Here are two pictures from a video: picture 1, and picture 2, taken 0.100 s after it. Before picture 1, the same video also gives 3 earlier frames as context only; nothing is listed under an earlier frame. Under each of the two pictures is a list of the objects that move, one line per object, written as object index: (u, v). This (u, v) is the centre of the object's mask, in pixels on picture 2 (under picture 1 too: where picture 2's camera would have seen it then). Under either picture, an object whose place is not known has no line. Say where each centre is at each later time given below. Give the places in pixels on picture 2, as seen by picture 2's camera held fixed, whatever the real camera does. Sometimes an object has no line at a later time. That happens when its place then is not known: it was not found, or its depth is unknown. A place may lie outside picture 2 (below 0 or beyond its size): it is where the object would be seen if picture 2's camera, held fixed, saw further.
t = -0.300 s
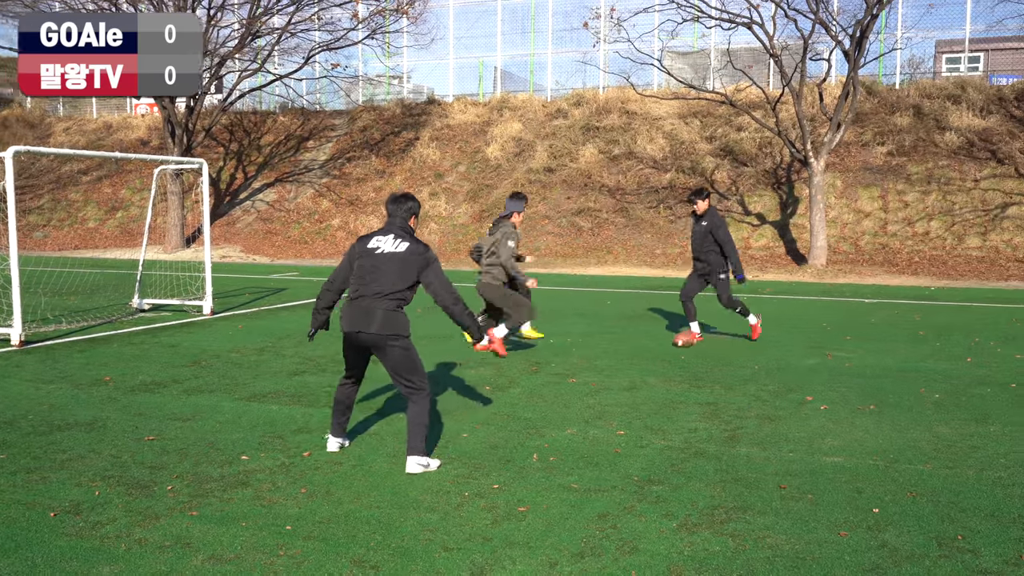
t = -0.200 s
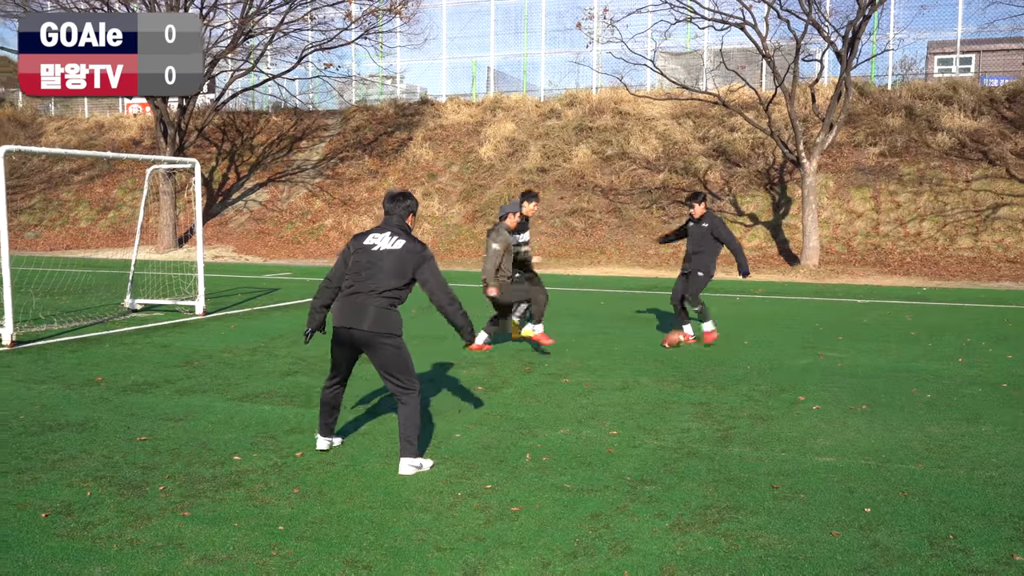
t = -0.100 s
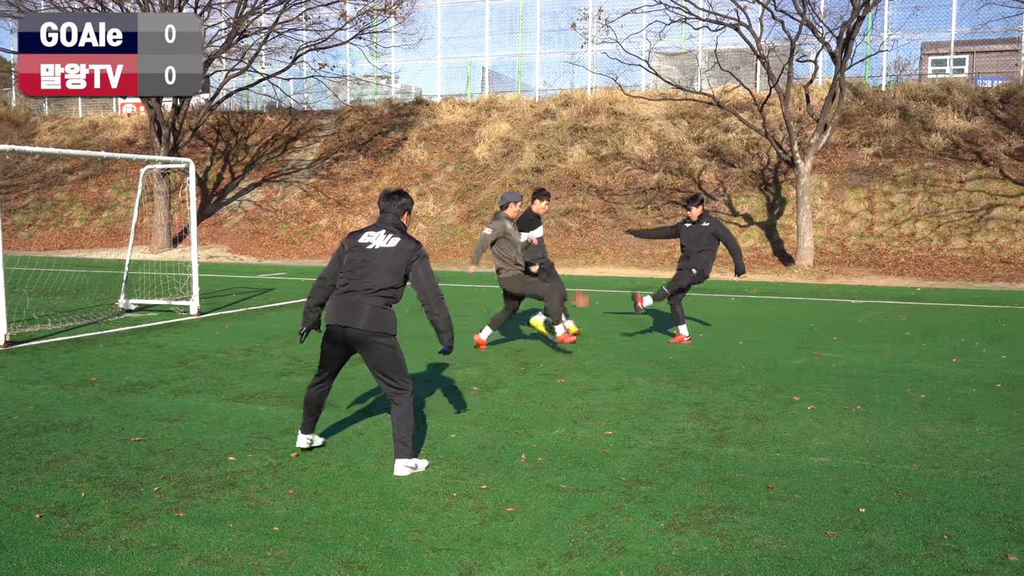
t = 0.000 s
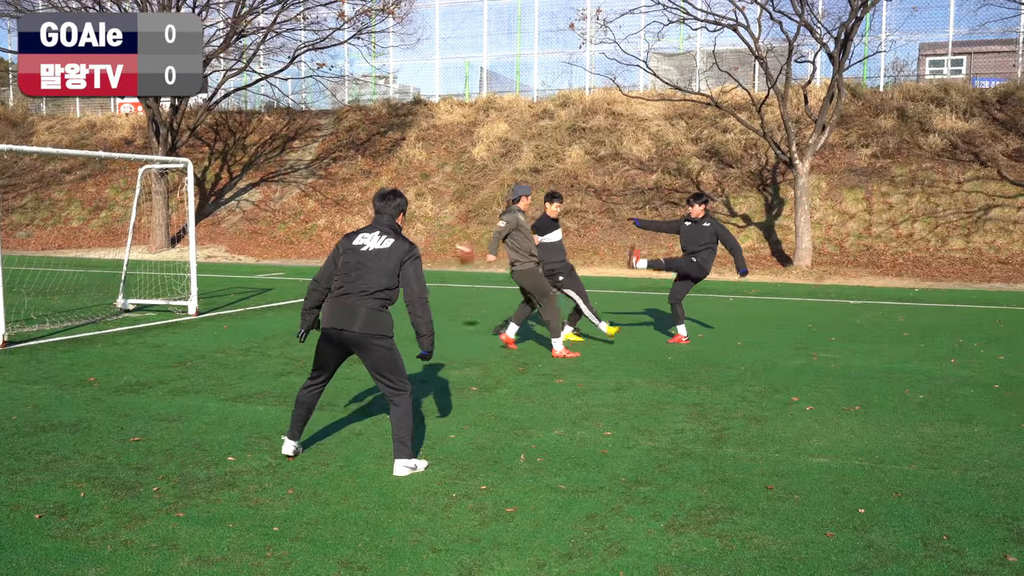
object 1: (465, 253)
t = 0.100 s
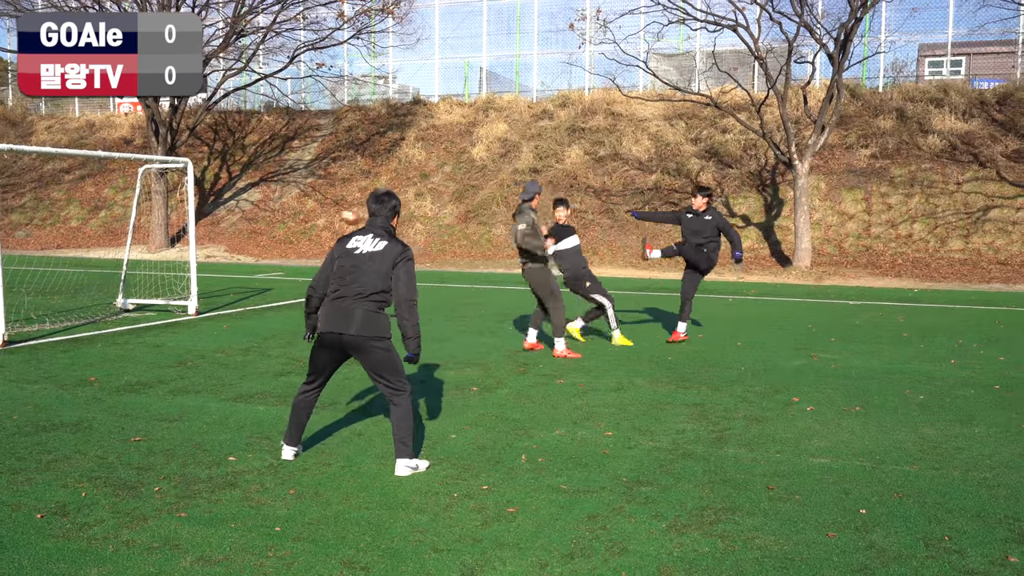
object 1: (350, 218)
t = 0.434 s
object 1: (13, 171)
